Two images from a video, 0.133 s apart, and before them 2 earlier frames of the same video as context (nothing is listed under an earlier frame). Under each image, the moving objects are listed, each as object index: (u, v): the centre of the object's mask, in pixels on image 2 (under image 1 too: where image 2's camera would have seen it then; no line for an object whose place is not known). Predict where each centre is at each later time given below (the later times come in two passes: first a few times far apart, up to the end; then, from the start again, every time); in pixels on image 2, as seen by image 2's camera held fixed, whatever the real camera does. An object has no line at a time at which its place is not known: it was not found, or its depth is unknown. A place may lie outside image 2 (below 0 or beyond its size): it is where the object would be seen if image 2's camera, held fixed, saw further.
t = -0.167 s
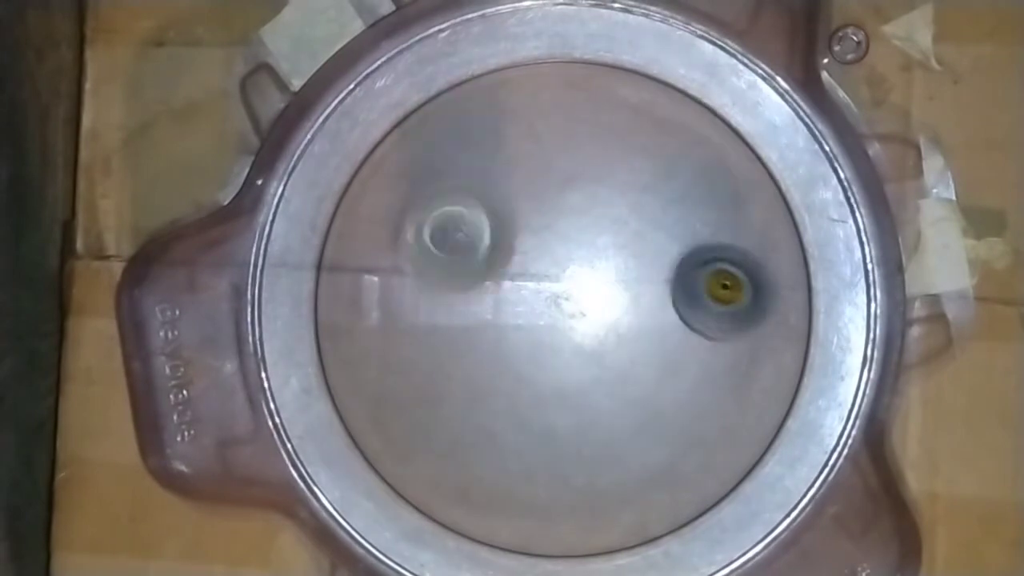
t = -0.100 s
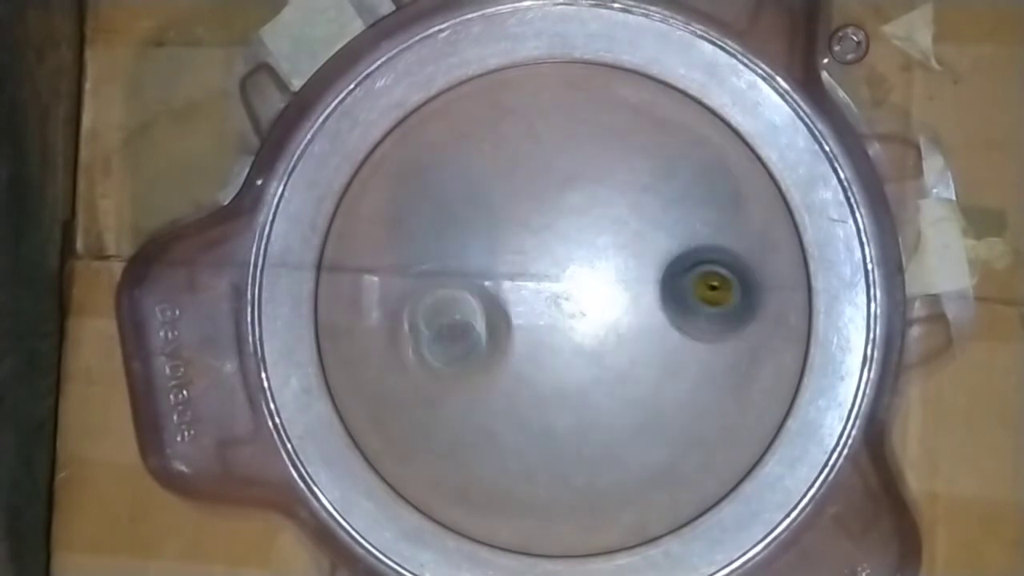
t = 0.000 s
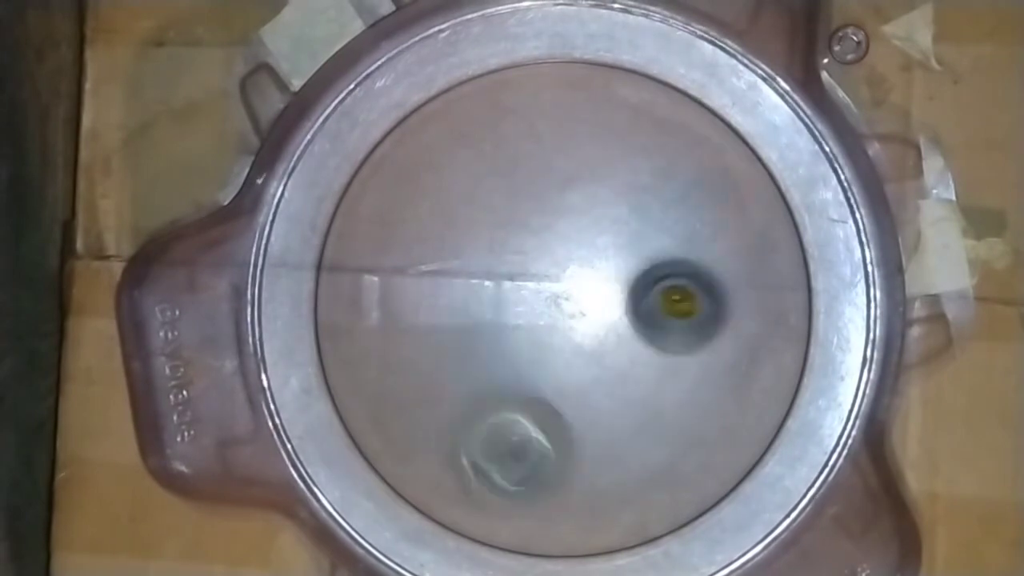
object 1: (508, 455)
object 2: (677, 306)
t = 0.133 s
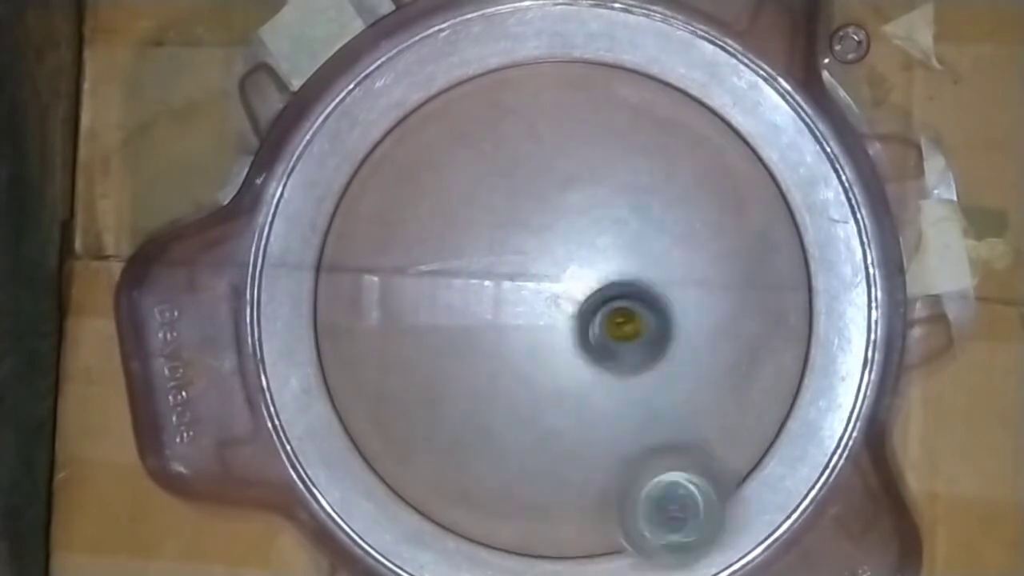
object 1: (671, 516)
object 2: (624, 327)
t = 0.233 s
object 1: (767, 434)
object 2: (592, 335)
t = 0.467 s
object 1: (666, 134)
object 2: (670, 296)
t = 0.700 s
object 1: (400, 275)
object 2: (757, 319)
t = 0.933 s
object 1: (505, 531)
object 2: (675, 340)
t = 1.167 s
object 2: (563, 253)
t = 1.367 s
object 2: (505, 158)
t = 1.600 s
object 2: (410, 149)
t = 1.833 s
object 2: (432, 250)
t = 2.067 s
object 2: (367, 307)
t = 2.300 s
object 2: (359, 330)
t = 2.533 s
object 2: (449, 381)
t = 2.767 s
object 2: (432, 439)
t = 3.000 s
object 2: (513, 427)
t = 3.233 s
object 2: (598, 460)
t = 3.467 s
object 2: (657, 437)
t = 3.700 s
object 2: (682, 363)
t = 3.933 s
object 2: (725, 324)
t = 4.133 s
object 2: (695, 298)
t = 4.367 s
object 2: (755, 208)
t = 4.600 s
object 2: (729, 211)
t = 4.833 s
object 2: (612, 205)
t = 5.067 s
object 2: (508, 146)
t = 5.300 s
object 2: (476, 144)
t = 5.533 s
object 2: (474, 241)
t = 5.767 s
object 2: (451, 345)
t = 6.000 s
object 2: (464, 416)
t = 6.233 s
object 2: (530, 435)
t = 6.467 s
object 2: (587, 461)
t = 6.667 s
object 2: (626, 424)
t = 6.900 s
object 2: (674, 388)
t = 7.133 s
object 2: (671, 318)
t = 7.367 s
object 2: (693, 229)
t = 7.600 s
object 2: (681, 199)
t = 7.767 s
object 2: (614, 202)
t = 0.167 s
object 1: (715, 499)
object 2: (612, 332)
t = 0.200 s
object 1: (745, 466)
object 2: (601, 334)
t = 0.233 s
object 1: (767, 434)
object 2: (592, 335)
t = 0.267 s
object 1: (786, 380)
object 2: (586, 335)
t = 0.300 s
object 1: (798, 325)
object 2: (587, 331)
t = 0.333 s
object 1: (794, 279)
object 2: (595, 325)
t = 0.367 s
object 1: (775, 227)
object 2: (610, 315)
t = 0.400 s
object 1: (745, 186)
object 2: (631, 307)
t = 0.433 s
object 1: (708, 154)
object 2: (651, 300)
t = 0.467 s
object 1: (666, 134)
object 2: (670, 296)
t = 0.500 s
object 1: (619, 130)
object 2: (689, 293)
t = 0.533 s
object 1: (574, 131)
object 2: (710, 292)
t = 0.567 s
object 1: (527, 144)
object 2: (724, 293)
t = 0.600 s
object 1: (490, 164)
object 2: (736, 296)
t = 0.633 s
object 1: (451, 195)
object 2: (746, 303)
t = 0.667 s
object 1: (424, 232)
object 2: (753, 311)
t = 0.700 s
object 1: (400, 275)
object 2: (757, 319)
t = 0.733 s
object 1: (386, 324)
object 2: (756, 328)
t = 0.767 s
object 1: (387, 368)
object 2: (749, 336)
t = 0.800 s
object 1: (394, 422)
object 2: (739, 342)
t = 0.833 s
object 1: (409, 459)
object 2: (727, 346)
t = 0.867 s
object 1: (436, 501)
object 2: (711, 347)
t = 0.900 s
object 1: (468, 521)
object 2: (692, 344)
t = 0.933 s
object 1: (505, 531)
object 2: (675, 340)
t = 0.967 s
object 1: (549, 533)
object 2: (656, 332)
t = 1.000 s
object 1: (588, 534)
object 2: (637, 322)
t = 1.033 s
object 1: (635, 523)
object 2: (620, 312)
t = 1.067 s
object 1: (671, 506)
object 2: (604, 299)
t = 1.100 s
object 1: (707, 472)
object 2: (589, 285)
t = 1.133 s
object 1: (743, 438)
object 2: (576, 270)
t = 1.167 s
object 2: (563, 253)
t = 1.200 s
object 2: (553, 237)
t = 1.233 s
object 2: (546, 222)
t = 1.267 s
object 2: (538, 206)
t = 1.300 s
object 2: (534, 190)
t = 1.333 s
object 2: (531, 178)
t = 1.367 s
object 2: (505, 158)
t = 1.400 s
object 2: (466, 134)
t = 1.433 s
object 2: (434, 114)
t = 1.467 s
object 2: (422, 114)
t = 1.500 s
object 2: (414, 119)
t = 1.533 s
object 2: (408, 126)
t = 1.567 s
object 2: (407, 136)
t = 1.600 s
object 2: (410, 149)
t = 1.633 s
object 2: (418, 162)
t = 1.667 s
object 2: (424, 181)
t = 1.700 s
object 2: (431, 198)
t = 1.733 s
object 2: (440, 214)
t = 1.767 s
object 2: (443, 232)
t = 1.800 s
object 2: (438, 240)
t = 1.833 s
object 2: (432, 250)
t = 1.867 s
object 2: (426, 263)
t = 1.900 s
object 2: (420, 275)
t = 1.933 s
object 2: (414, 283)
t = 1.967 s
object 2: (403, 291)
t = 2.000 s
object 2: (392, 297)
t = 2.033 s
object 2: (385, 304)
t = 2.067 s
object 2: (367, 307)
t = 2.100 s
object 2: (356, 313)
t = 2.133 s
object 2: (347, 315)
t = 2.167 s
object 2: (339, 318)
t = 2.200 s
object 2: (335, 321)
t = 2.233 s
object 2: (342, 324)
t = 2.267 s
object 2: (350, 325)
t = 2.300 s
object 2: (359, 330)
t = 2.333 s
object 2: (368, 336)
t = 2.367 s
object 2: (380, 342)
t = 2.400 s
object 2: (394, 348)
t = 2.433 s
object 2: (405, 354)
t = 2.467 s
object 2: (419, 360)
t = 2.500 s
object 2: (435, 370)
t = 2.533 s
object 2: (449, 381)
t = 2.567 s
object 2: (440, 400)
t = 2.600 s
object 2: (434, 414)
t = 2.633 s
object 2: (430, 423)
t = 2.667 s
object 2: (428, 430)
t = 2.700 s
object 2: (427, 435)
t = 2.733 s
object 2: (429, 438)
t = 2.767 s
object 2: (432, 439)
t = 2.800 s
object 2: (439, 439)
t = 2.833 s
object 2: (448, 438)
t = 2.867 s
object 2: (459, 435)
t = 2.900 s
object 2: (471, 432)
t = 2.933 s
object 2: (484, 430)
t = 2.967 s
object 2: (498, 427)
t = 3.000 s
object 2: (513, 427)
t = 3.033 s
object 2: (528, 436)
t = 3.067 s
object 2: (540, 443)
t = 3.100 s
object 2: (553, 448)
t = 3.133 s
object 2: (565, 452)
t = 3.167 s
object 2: (576, 456)
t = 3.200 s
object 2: (587, 458)
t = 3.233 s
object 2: (598, 460)
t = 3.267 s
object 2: (607, 460)
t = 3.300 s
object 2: (618, 459)
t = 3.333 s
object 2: (627, 457)
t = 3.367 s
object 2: (635, 454)
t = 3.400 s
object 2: (643, 450)
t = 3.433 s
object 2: (650, 444)
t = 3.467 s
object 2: (657, 437)
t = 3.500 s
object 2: (662, 430)
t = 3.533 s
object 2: (667, 421)
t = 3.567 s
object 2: (671, 411)
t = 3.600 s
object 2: (674, 400)
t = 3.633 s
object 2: (677, 389)
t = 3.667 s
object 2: (679, 376)
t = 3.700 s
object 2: (682, 363)
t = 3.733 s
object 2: (682, 349)
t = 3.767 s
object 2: (689, 339)
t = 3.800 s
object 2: (702, 334)
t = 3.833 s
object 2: (711, 330)
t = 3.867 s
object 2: (717, 327)
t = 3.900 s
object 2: (722, 326)
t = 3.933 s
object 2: (725, 324)
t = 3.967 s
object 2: (725, 321)
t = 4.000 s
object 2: (723, 318)
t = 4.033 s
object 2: (718, 315)
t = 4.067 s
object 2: (712, 310)
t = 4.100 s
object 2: (703, 305)
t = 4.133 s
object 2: (695, 298)
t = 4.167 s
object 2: (685, 292)
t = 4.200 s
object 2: (674, 285)
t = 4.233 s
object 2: (688, 262)
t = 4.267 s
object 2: (709, 238)
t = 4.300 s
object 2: (726, 223)
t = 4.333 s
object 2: (742, 214)
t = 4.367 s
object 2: (755, 208)
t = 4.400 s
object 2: (766, 203)
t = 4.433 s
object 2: (766, 203)
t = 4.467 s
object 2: (759, 209)
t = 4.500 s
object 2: (752, 211)
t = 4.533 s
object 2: (745, 212)
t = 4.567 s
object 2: (738, 211)
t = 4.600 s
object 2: (729, 211)
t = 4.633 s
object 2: (717, 212)
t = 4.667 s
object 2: (703, 212)
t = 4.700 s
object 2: (687, 212)
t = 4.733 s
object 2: (670, 211)
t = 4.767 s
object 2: (651, 210)
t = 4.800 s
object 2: (632, 207)
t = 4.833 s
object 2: (612, 205)
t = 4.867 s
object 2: (592, 203)
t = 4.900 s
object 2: (573, 199)
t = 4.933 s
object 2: (554, 188)
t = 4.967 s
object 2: (540, 174)
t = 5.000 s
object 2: (529, 162)
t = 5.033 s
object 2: (518, 153)
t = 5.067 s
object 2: (508, 146)
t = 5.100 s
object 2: (501, 139)
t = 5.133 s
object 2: (495, 134)
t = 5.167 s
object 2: (489, 132)
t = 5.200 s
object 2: (484, 130)
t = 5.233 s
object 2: (480, 131)
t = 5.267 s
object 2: (478, 136)
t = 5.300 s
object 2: (476, 144)
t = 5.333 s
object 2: (474, 154)
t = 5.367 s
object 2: (475, 166)
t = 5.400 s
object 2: (474, 178)
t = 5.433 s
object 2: (475, 192)
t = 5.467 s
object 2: (477, 208)
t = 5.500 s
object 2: (477, 225)
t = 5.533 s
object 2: (474, 241)
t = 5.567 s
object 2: (468, 255)
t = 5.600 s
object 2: (464, 269)
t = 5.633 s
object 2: (461, 286)
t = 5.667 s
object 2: (459, 300)
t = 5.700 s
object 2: (456, 316)
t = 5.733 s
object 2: (454, 331)
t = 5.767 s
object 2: (451, 345)
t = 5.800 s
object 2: (450, 357)
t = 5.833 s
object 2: (450, 370)
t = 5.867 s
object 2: (452, 382)
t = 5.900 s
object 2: (452, 391)
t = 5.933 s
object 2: (456, 400)
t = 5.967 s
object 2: (459, 409)
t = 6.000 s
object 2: (464, 416)
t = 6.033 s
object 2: (470, 421)
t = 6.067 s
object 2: (477, 425)
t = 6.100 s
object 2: (486, 429)
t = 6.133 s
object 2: (496, 432)
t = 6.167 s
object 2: (506, 434)
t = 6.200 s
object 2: (518, 435)
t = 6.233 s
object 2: (530, 435)
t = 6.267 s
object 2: (541, 439)
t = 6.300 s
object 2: (550, 447)
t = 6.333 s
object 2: (557, 453)
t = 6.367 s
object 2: (564, 457)
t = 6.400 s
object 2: (573, 460)
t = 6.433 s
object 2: (580, 461)
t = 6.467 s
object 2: (587, 461)
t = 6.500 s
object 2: (594, 459)
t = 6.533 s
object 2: (601, 455)
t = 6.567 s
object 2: (607, 450)
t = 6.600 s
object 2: (614, 442)
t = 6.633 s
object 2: (619, 433)
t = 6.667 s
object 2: (626, 424)
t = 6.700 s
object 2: (631, 414)
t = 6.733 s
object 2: (643, 411)
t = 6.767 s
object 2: (652, 409)
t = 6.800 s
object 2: (659, 406)
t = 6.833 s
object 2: (664, 401)
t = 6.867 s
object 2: (669, 395)
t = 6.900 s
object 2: (674, 388)
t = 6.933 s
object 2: (677, 381)
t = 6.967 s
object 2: (679, 372)
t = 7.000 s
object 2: (679, 363)
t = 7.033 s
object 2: (678, 352)
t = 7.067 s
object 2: (676, 342)
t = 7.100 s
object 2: (674, 330)
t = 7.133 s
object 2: (671, 318)
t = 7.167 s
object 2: (669, 306)
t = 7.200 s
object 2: (665, 294)
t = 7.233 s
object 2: (665, 279)
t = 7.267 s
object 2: (677, 262)
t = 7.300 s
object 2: (683, 250)
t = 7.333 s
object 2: (688, 239)
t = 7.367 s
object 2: (693, 229)
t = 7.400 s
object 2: (697, 220)
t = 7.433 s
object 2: (699, 214)
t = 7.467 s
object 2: (699, 208)
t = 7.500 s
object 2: (698, 205)
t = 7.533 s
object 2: (694, 202)
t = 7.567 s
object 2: (688, 200)
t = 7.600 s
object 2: (681, 199)
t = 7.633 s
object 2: (672, 201)
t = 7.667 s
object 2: (660, 202)
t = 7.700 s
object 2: (648, 204)
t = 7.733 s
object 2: (623, 207)
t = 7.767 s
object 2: (614, 202)
